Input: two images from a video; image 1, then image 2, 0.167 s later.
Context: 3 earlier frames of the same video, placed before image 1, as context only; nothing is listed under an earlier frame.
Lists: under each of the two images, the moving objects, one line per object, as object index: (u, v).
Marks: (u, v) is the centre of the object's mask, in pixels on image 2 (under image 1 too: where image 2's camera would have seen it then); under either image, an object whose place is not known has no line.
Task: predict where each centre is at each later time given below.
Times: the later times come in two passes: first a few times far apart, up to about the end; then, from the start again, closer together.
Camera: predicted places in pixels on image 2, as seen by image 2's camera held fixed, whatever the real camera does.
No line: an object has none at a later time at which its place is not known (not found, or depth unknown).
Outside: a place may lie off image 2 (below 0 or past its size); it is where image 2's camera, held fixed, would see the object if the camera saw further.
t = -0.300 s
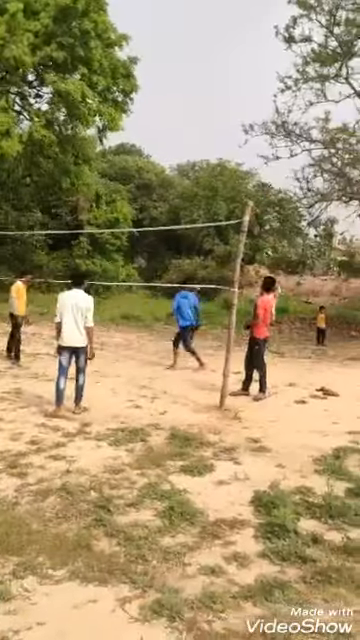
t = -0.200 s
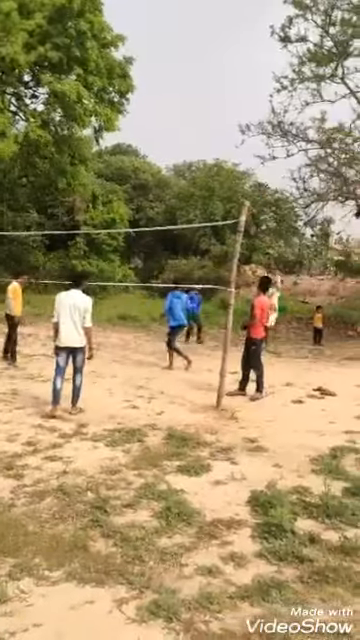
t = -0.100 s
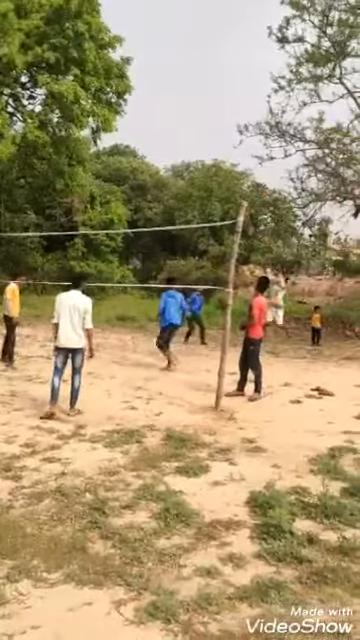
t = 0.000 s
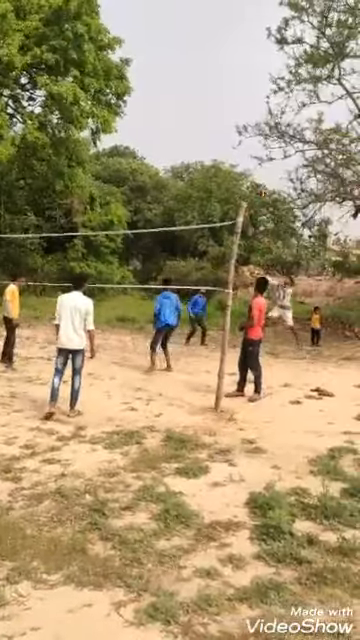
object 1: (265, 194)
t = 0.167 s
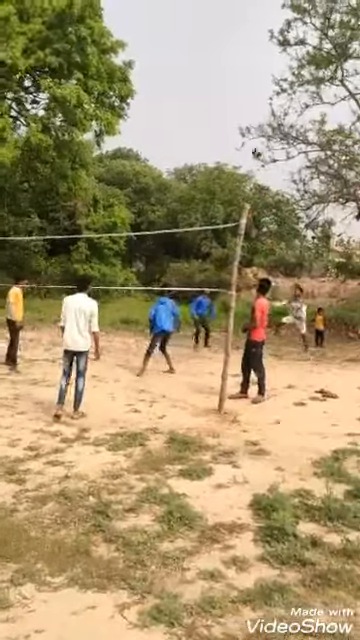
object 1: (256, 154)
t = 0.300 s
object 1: (249, 129)
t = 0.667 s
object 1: (224, 100)
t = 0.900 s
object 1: (205, 120)
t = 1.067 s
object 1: (189, 156)
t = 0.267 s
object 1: (250, 133)
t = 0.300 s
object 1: (249, 129)
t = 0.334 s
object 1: (248, 125)
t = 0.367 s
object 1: (245, 118)
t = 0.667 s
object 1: (224, 100)
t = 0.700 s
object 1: (222, 100)
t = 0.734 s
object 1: (219, 102)
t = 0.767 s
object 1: (216, 104)
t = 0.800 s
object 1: (214, 107)
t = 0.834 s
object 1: (211, 110)
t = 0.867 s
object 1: (208, 113)
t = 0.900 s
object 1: (205, 120)
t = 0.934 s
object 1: (201, 126)
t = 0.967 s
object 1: (198, 132)
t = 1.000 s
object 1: (195, 140)
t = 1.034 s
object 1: (192, 148)
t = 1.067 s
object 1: (189, 156)
